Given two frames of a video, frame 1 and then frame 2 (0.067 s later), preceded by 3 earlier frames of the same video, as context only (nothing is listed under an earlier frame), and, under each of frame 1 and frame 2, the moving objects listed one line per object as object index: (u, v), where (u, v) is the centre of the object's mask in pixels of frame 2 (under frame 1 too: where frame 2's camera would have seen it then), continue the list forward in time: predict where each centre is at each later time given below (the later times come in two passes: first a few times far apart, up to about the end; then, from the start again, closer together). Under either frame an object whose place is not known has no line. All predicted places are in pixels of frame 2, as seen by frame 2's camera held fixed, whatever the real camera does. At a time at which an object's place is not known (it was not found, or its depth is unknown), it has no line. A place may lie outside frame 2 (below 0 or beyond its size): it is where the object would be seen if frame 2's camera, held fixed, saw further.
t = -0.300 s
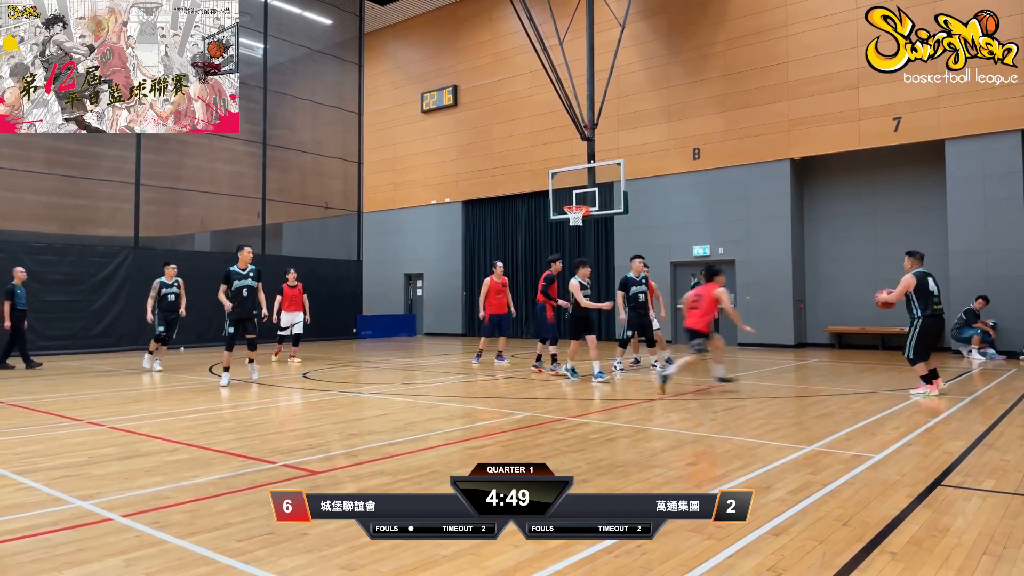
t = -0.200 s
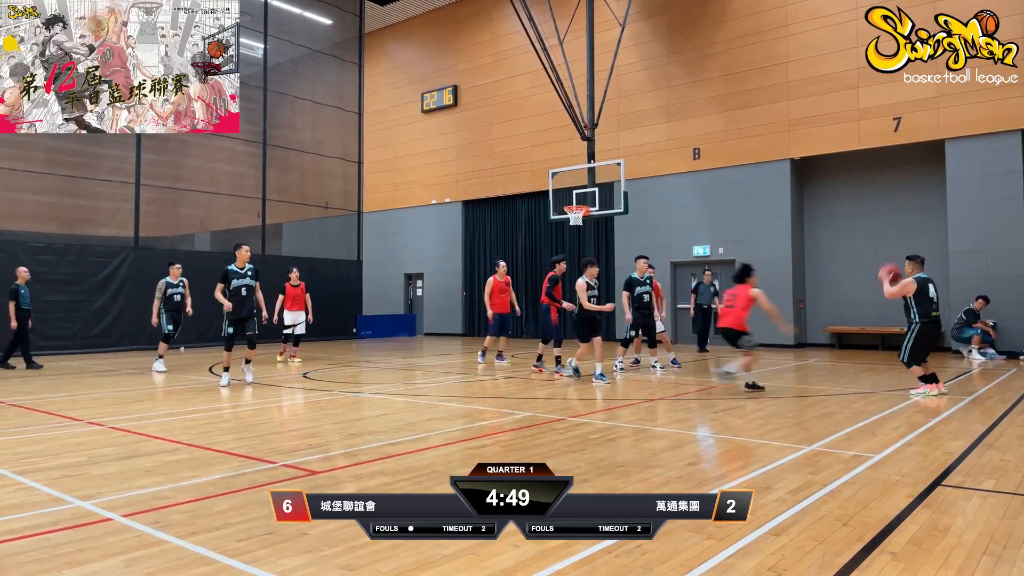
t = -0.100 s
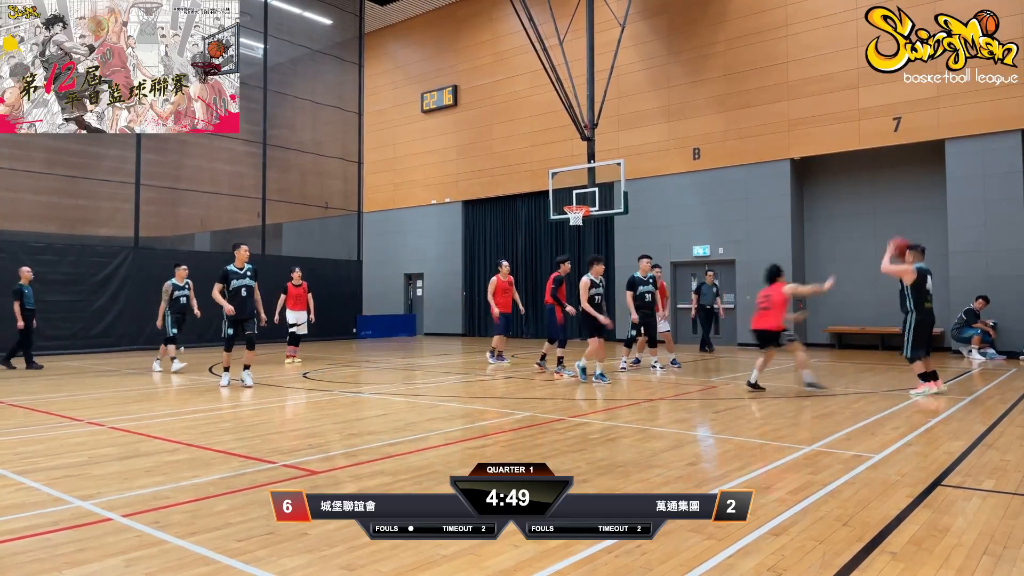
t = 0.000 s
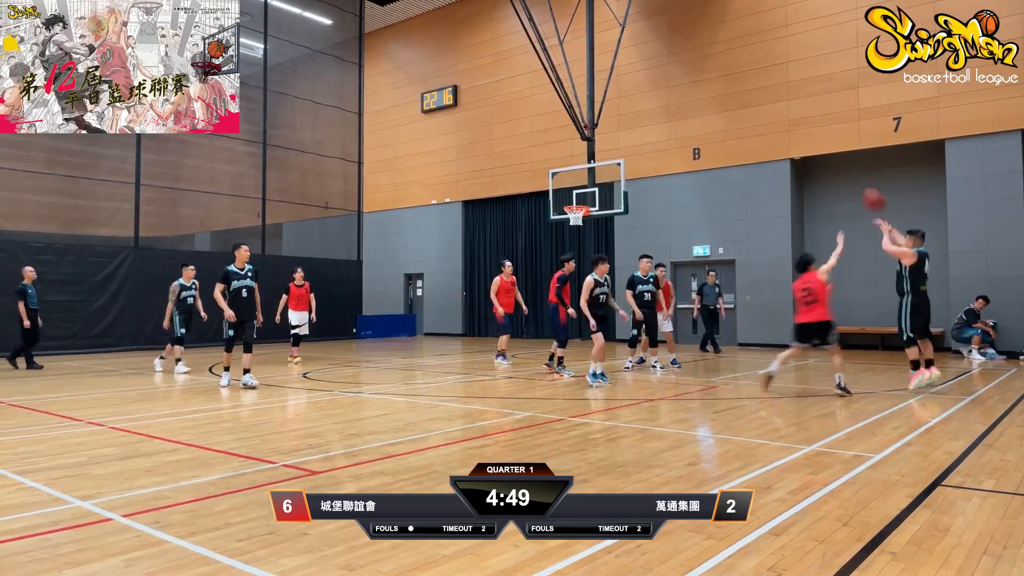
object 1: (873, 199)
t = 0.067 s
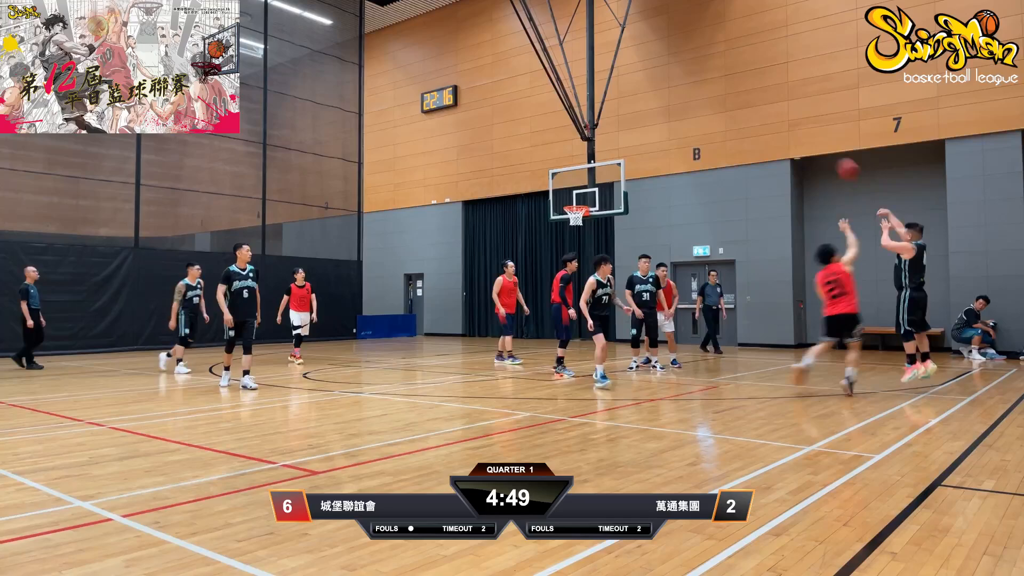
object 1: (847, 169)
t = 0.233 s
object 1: (791, 115)
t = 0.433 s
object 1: (736, 82)
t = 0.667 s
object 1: (683, 78)
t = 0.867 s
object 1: (645, 98)
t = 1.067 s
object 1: (613, 134)
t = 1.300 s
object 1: (580, 197)
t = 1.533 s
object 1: (559, 180)
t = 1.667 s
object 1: (549, 176)
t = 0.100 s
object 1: (836, 158)
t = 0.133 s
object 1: (823, 144)
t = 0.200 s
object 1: (801, 124)
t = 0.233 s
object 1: (791, 115)
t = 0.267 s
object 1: (781, 107)
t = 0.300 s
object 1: (771, 100)
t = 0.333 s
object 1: (761, 94)
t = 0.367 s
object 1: (753, 90)
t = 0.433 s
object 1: (736, 82)
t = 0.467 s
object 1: (727, 79)
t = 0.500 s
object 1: (719, 77)
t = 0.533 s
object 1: (712, 76)
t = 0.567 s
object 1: (704, 76)
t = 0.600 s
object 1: (698, 75)
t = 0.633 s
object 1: (691, 76)
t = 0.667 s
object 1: (683, 78)
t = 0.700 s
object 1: (677, 80)
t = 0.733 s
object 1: (670, 83)
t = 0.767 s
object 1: (664, 86)
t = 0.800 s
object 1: (658, 89)
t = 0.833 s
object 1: (652, 93)
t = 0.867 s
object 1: (645, 98)
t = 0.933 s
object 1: (634, 109)
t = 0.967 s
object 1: (629, 114)
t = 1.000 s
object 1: (624, 120)
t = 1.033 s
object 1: (619, 127)
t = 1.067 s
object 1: (613, 134)
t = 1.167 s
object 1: (599, 157)
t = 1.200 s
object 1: (593, 167)
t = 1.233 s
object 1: (590, 175)
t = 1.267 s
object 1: (585, 184)
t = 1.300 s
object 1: (580, 197)
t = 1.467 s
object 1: (566, 187)
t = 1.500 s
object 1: (563, 183)
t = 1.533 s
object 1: (559, 180)
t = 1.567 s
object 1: (557, 179)
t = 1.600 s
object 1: (554, 177)
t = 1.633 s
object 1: (552, 176)
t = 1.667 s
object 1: (549, 176)
